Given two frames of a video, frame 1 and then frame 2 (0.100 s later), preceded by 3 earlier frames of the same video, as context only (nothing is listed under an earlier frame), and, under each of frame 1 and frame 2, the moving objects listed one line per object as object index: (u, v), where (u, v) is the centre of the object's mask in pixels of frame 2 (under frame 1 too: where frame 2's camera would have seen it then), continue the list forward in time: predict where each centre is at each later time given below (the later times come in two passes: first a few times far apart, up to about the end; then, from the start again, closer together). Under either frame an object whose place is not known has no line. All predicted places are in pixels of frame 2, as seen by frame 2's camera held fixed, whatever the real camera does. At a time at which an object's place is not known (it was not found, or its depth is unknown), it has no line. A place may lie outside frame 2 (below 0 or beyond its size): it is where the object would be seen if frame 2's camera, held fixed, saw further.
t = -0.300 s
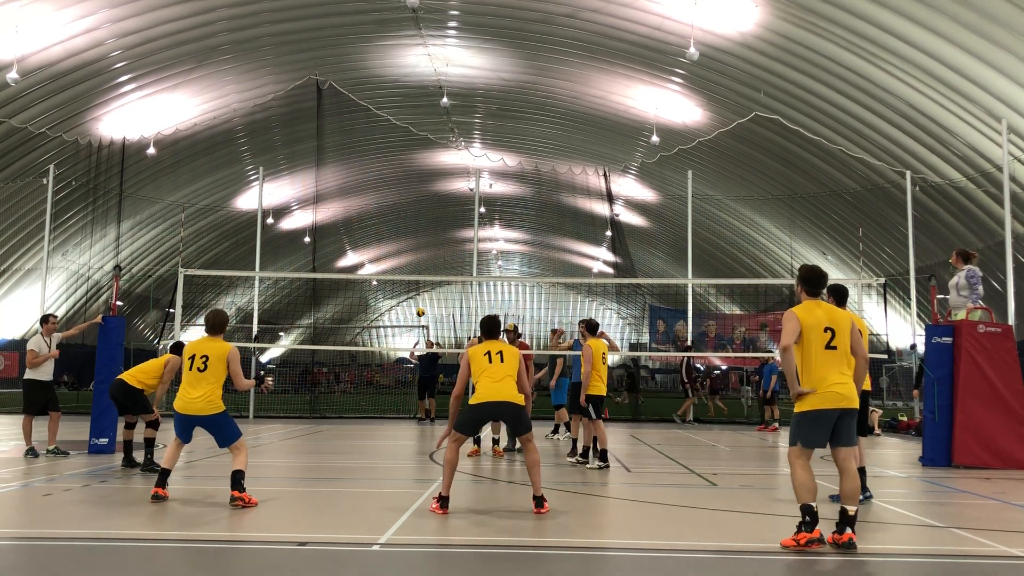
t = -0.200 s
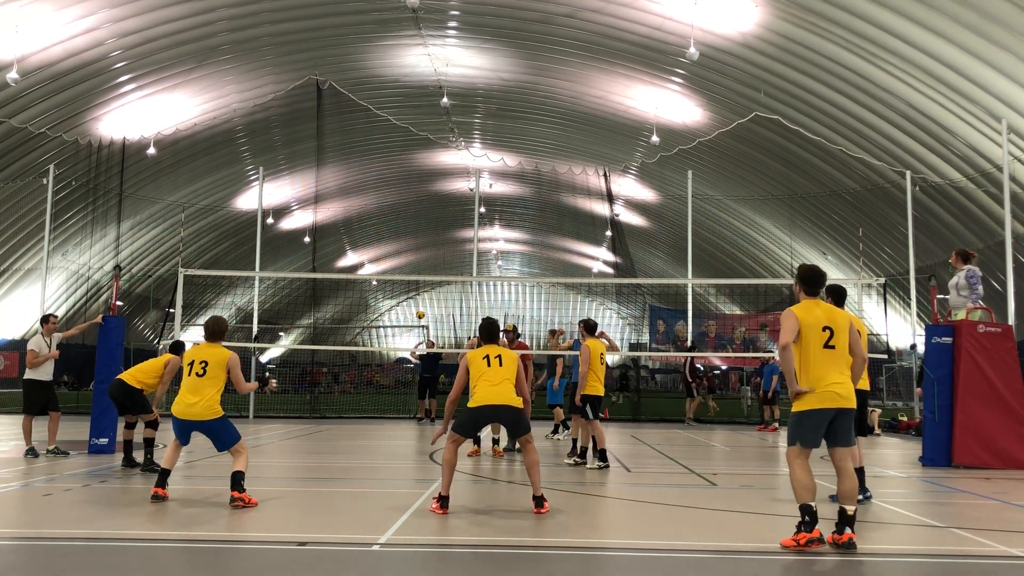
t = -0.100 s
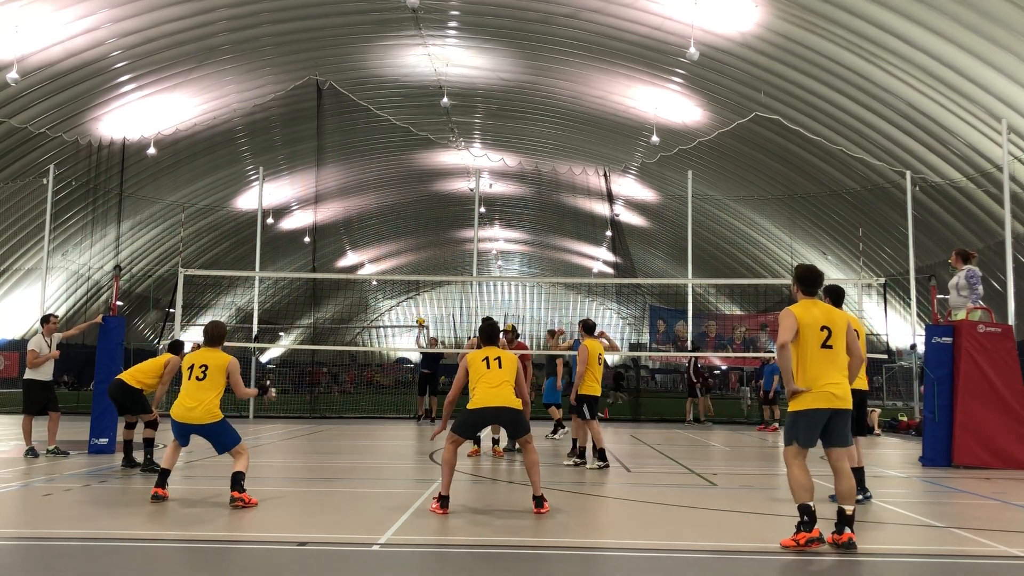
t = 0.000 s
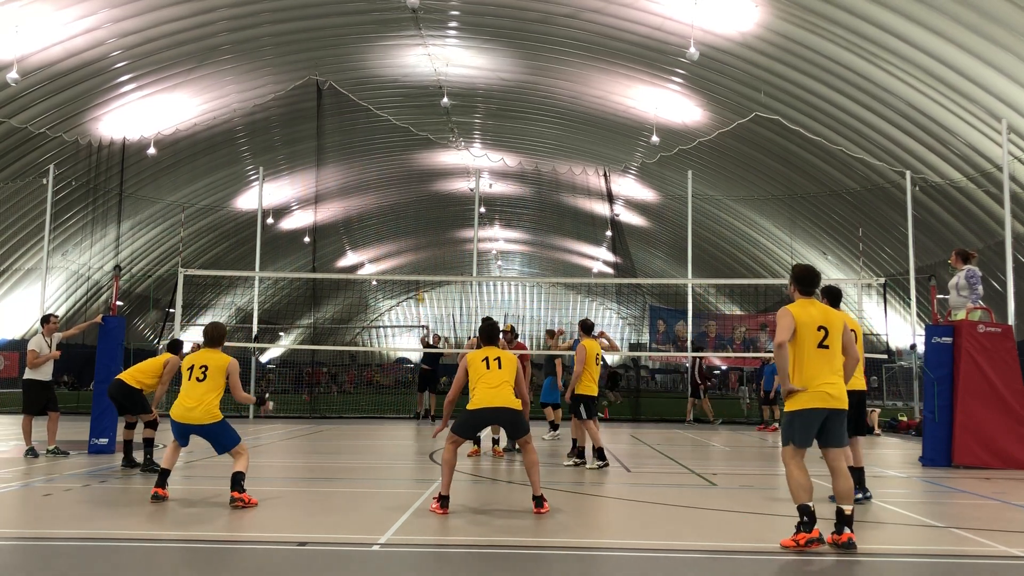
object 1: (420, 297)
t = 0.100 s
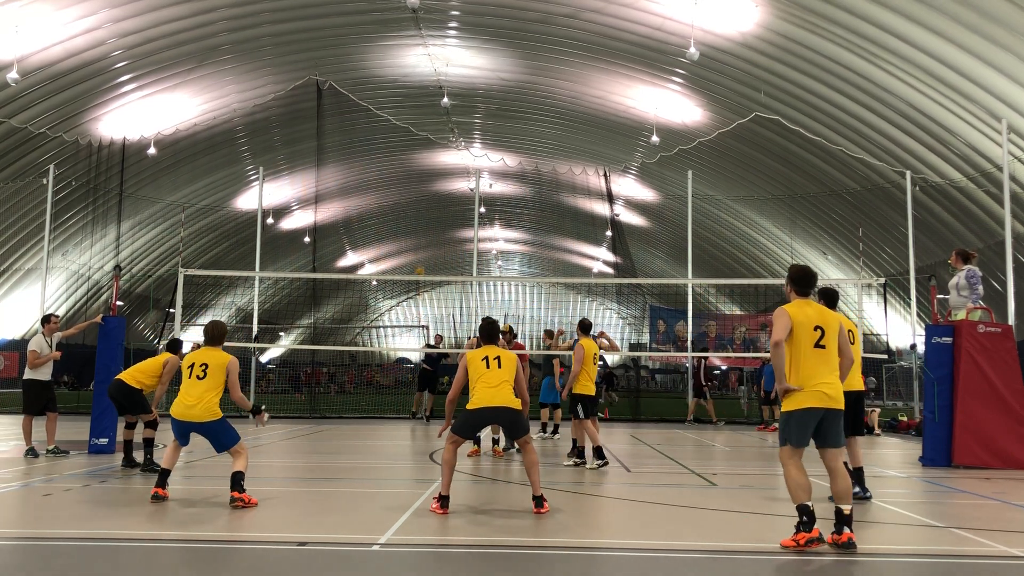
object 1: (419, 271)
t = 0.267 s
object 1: (416, 229)
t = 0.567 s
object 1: (407, 181)
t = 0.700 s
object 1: (402, 175)
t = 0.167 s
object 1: (418, 252)
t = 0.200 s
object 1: (418, 244)
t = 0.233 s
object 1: (417, 236)
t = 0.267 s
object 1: (416, 229)
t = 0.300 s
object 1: (415, 221)
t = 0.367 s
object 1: (413, 208)
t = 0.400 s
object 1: (412, 202)
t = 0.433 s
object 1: (412, 197)
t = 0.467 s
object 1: (411, 192)
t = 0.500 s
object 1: (410, 188)
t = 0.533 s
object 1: (409, 184)
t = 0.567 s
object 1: (407, 181)
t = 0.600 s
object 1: (405, 178)
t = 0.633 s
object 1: (404, 177)
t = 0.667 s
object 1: (403, 175)
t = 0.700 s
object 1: (402, 175)
